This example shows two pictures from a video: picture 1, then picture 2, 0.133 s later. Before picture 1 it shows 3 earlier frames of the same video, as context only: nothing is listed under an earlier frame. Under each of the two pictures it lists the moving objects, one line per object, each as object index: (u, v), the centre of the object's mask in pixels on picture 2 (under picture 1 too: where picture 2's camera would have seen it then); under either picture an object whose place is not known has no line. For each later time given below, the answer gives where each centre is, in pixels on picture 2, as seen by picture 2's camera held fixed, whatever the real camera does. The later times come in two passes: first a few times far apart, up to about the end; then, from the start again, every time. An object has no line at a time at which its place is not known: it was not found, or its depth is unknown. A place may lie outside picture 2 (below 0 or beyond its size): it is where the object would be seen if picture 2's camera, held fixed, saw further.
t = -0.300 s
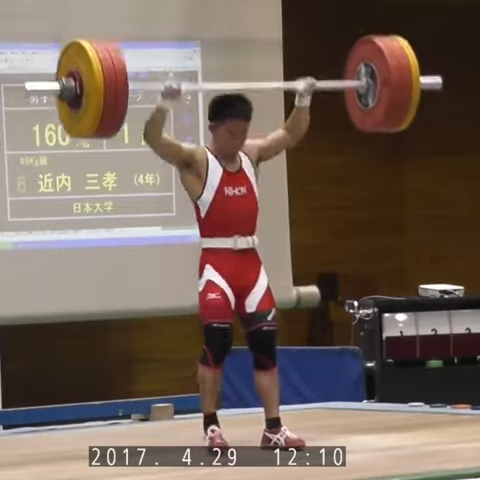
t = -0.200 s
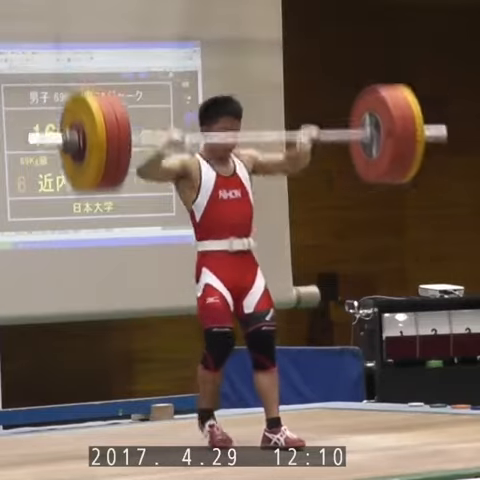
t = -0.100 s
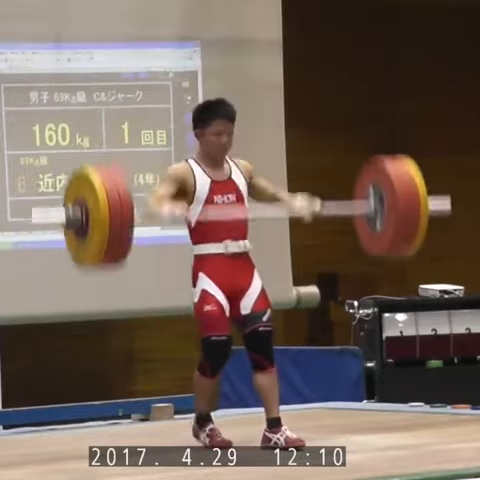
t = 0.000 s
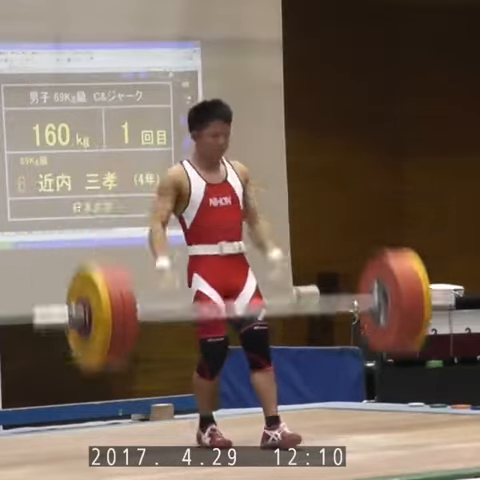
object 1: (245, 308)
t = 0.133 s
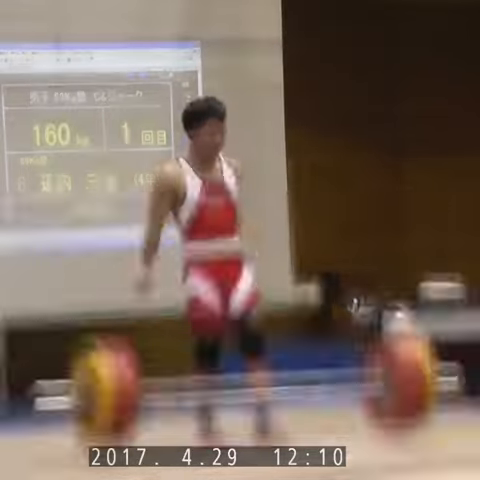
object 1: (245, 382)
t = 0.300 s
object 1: (247, 347)
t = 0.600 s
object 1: (247, 391)
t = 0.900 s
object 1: (241, 403)
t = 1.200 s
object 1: (243, 405)
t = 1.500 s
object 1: (243, 405)
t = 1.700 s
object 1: (243, 405)
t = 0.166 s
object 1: (227, 369)
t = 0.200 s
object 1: (244, 364)
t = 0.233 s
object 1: (245, 353)
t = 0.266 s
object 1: (250, 351)
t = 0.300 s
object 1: (247, 347)
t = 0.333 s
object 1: (252, 346)
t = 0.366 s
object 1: (248, 346)
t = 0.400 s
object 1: (248, 347)
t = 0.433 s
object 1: (247, 350)
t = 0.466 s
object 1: (248, 358)
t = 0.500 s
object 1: (249, 367)
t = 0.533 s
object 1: (252, 379)
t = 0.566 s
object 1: (248, 387)
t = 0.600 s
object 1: (247, 391)
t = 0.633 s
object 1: (247, 399)
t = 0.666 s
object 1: (246, 398)
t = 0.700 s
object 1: (244, 395)
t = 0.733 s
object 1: (246, 392)
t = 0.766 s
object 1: (246, 393)
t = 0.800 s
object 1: (245, 394)
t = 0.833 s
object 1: (244, 394)
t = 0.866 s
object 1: (246, 397)
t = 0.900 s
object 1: (241, 403)
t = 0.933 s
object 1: (244, 405)
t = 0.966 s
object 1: (241, 404)
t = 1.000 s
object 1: (240, 403)
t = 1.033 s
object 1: (239, 403)
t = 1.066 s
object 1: (239, 404)
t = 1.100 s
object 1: (243, 404)
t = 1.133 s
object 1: (242, 404)
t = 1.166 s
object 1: (241, 404)
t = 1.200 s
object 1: (243, 405)
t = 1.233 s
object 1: (242, 404)
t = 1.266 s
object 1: (243, 405)
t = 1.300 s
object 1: (242, 405)
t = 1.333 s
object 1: (242, 405)
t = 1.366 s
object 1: (243, 404)
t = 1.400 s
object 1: (243, 404)
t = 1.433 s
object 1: (243, 405)
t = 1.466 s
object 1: (243, 405)
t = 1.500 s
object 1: (243, 405)
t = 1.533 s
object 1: (243, 405)
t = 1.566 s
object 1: (243, 405)
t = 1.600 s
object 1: (244, 405)
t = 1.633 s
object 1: (244, 405)
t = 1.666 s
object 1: (244, 405)
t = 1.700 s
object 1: (243, 405)
